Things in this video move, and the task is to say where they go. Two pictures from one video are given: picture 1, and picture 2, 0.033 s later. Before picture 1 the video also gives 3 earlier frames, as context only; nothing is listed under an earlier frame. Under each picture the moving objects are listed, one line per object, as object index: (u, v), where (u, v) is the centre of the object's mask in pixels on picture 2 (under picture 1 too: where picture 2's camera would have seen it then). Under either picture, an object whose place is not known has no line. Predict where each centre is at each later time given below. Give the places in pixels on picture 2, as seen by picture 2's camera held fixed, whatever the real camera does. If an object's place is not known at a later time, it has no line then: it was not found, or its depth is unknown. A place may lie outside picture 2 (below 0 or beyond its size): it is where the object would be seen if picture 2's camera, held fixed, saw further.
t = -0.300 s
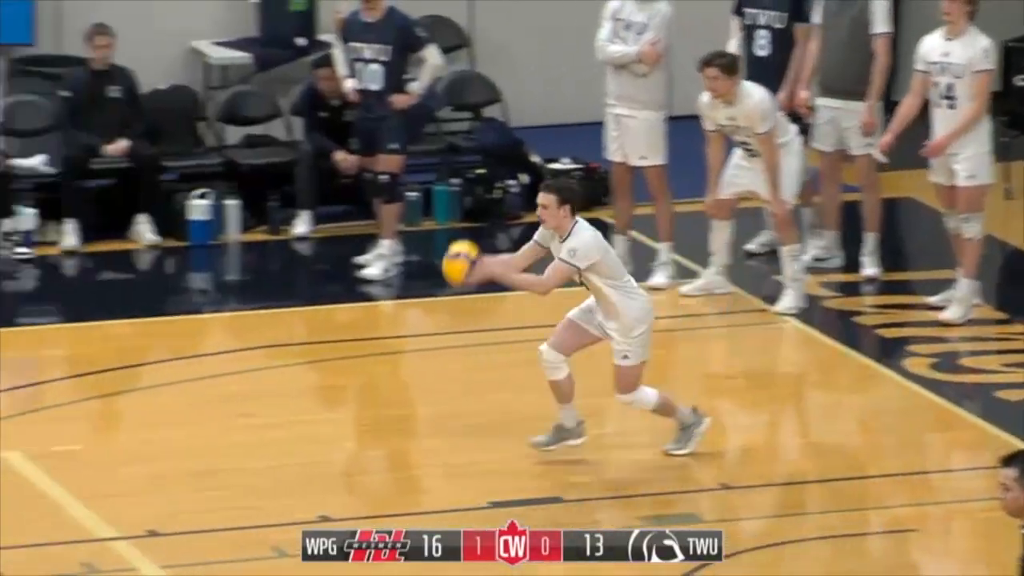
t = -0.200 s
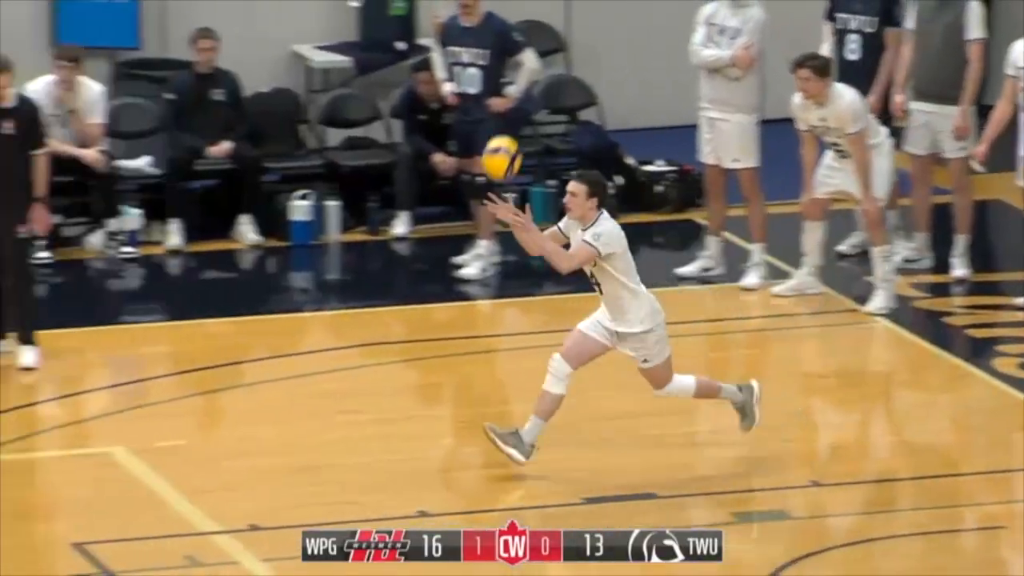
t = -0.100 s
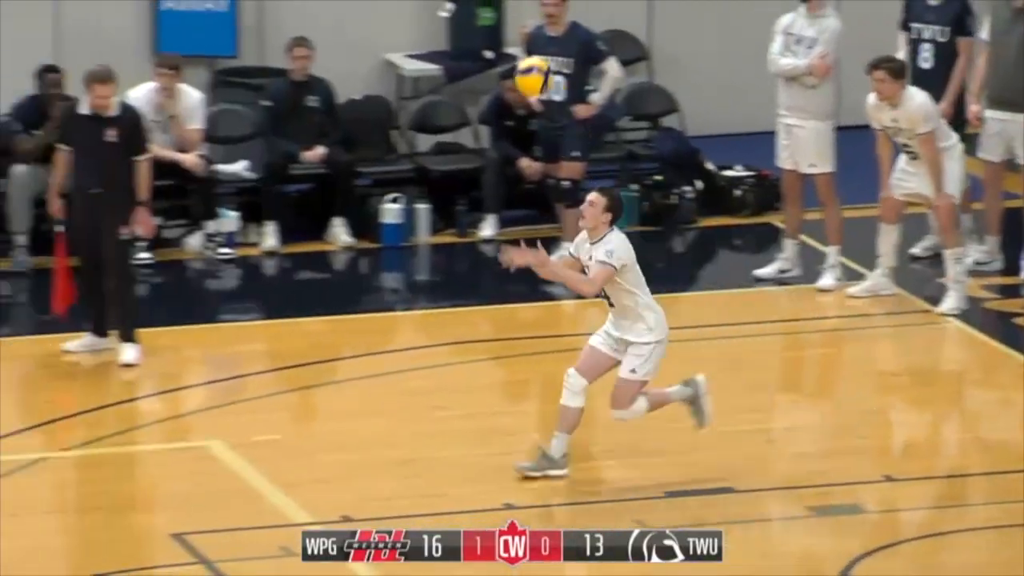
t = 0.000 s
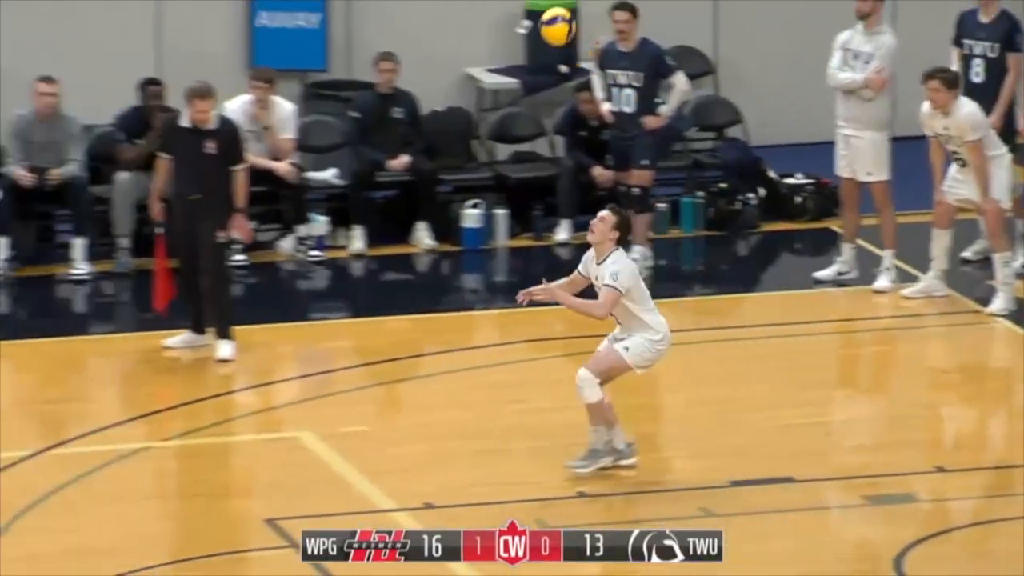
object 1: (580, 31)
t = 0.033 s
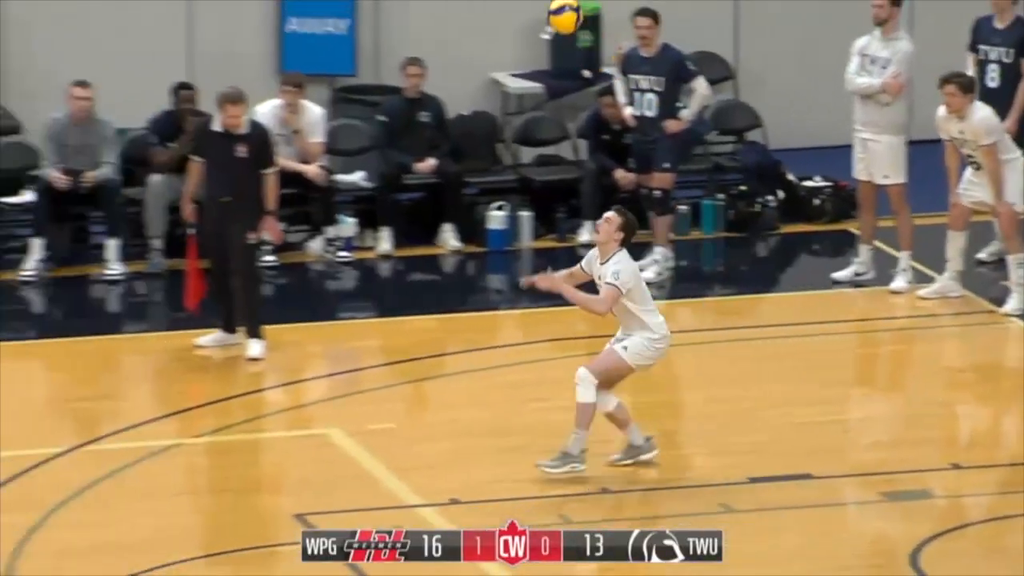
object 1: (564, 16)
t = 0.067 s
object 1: (548, 4)
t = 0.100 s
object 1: (533, -3)
